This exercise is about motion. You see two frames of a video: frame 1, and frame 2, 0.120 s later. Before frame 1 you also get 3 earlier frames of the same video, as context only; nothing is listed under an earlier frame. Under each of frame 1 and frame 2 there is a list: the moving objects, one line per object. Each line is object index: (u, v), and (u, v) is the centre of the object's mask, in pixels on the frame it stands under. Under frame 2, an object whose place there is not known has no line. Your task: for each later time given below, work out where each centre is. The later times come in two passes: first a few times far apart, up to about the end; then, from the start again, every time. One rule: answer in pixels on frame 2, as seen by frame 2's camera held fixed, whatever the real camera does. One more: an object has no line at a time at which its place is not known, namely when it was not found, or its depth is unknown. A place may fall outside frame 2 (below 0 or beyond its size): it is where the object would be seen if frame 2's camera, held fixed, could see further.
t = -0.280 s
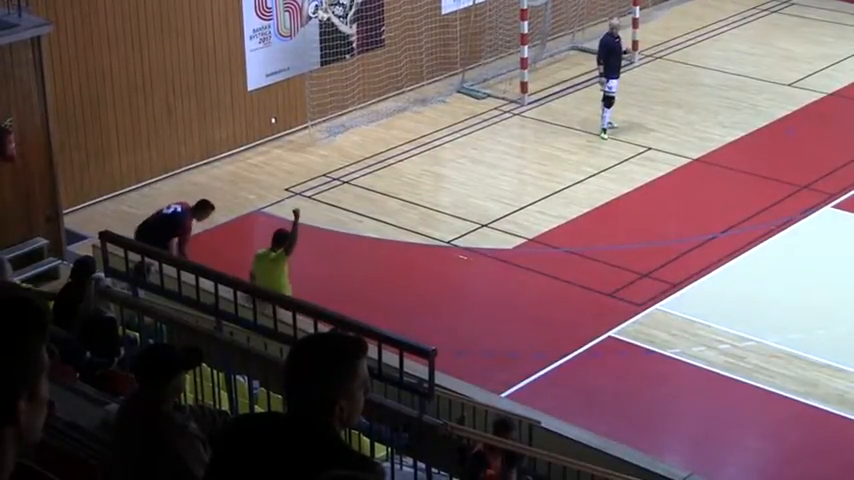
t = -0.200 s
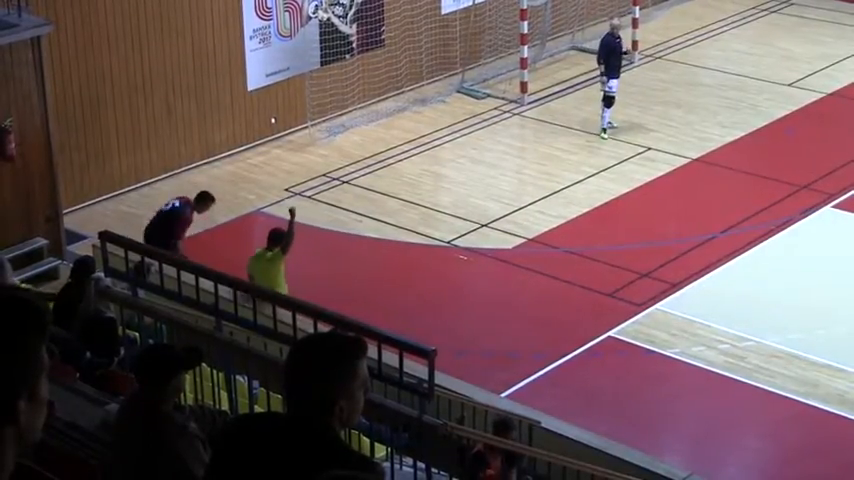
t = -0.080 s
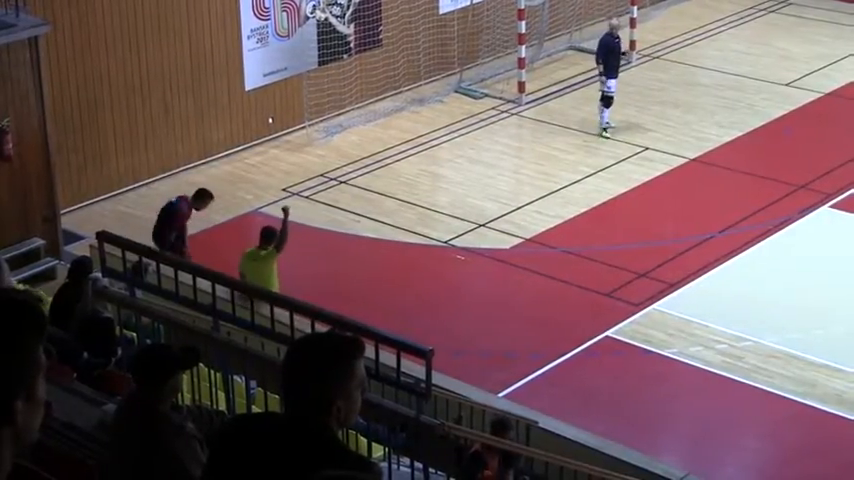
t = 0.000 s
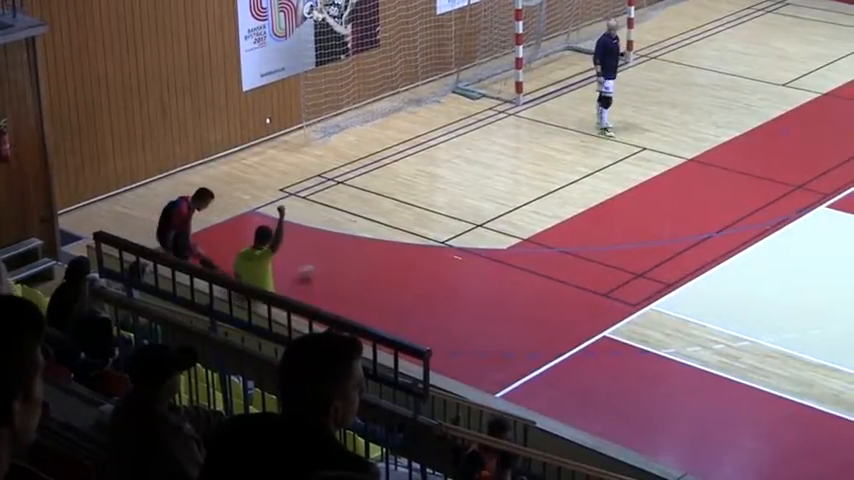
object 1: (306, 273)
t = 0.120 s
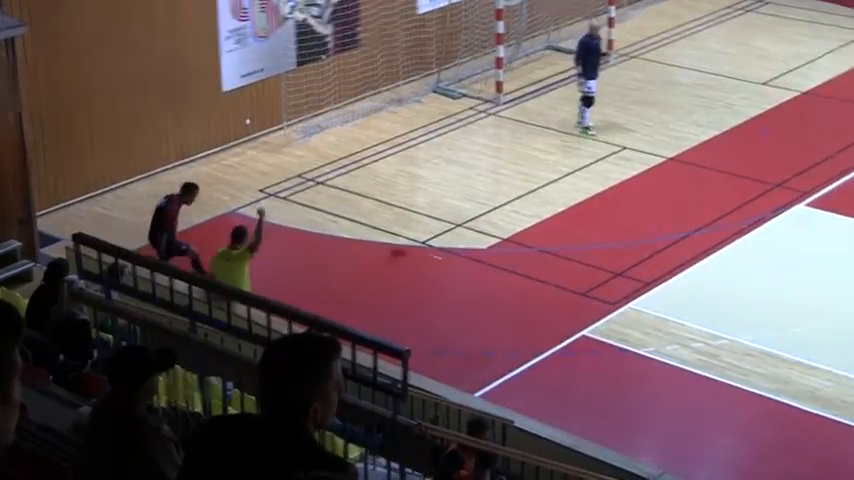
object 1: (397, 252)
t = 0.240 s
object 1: (498, 225)
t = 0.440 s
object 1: (641, 188)
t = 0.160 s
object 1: (431, 242)
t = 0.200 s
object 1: (465, 233)
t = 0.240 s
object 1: (498, 225)
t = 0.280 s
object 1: (528, 218)
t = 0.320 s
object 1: (559, 211)
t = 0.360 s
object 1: (588, 204)
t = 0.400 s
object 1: (615, 195)
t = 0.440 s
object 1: (641, 188)
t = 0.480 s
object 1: (666, 182)
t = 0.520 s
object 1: (689, 177)
